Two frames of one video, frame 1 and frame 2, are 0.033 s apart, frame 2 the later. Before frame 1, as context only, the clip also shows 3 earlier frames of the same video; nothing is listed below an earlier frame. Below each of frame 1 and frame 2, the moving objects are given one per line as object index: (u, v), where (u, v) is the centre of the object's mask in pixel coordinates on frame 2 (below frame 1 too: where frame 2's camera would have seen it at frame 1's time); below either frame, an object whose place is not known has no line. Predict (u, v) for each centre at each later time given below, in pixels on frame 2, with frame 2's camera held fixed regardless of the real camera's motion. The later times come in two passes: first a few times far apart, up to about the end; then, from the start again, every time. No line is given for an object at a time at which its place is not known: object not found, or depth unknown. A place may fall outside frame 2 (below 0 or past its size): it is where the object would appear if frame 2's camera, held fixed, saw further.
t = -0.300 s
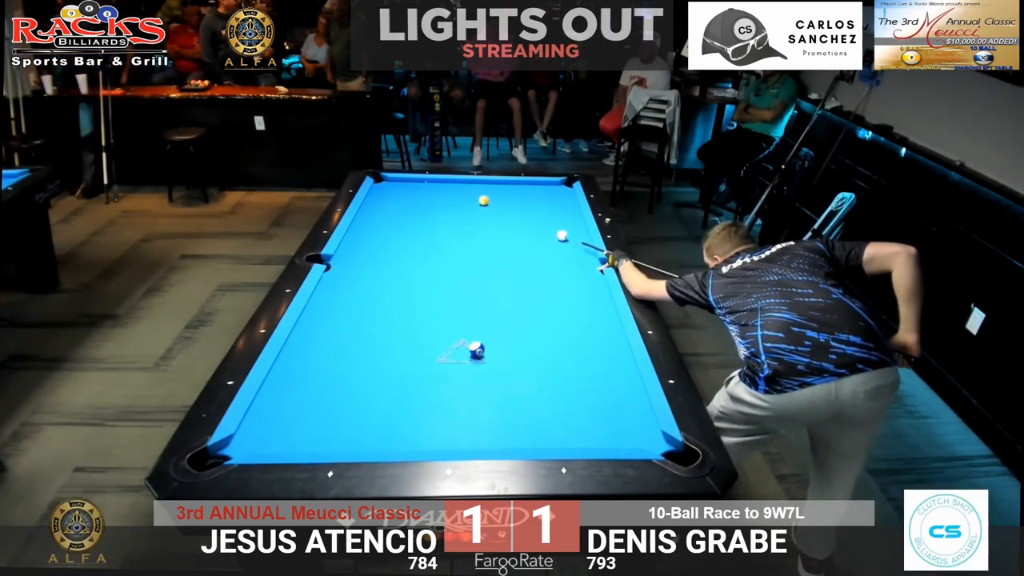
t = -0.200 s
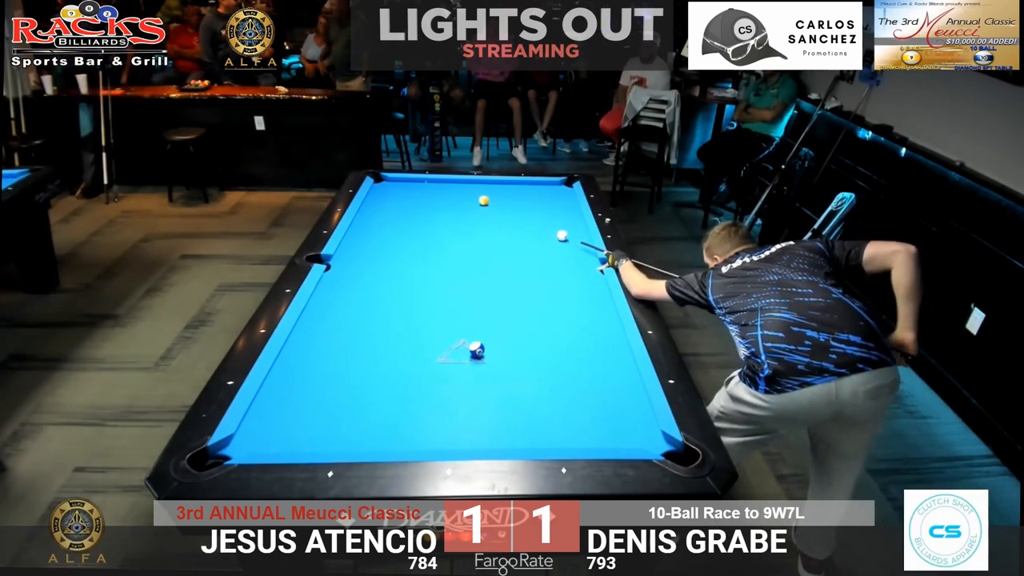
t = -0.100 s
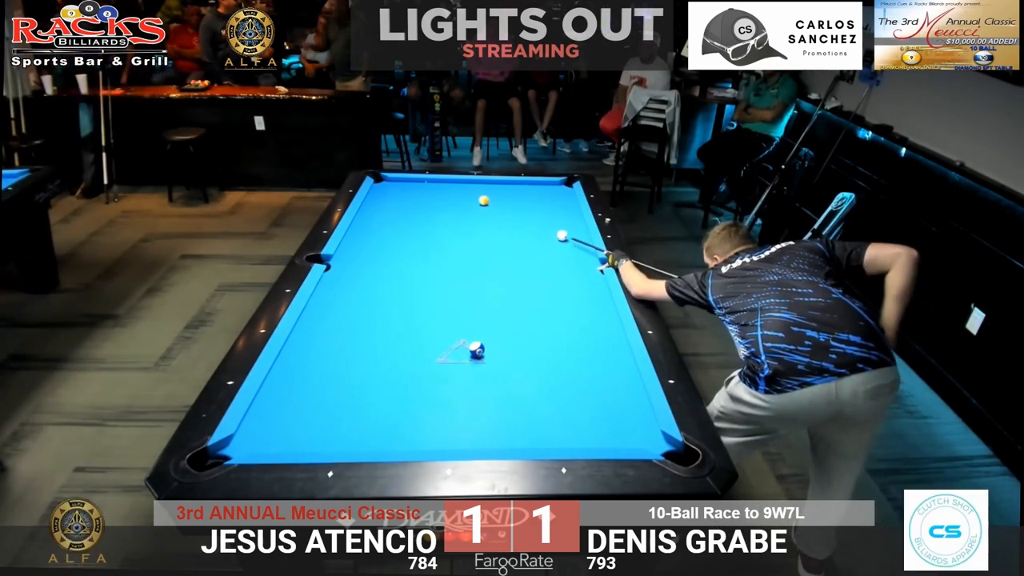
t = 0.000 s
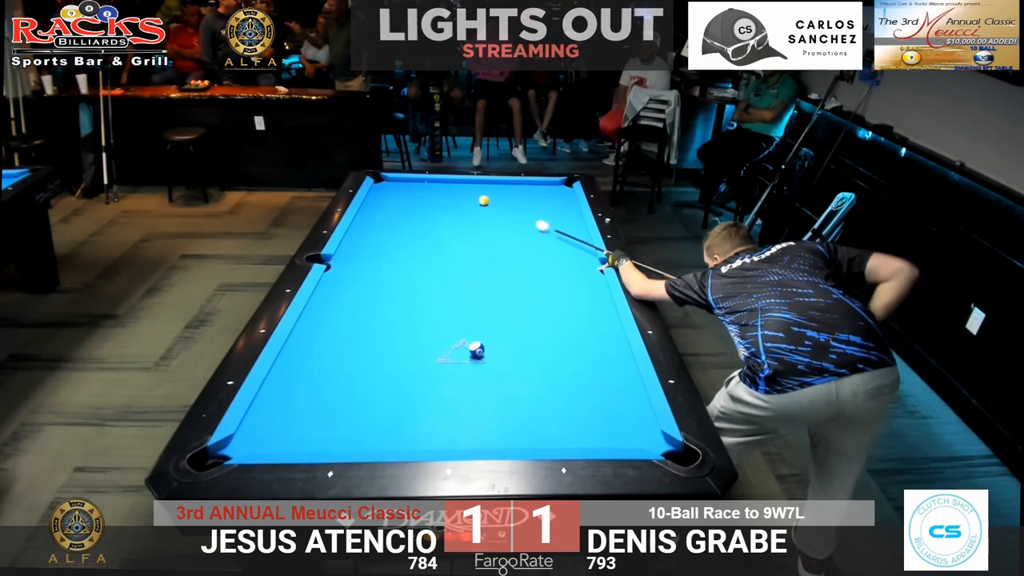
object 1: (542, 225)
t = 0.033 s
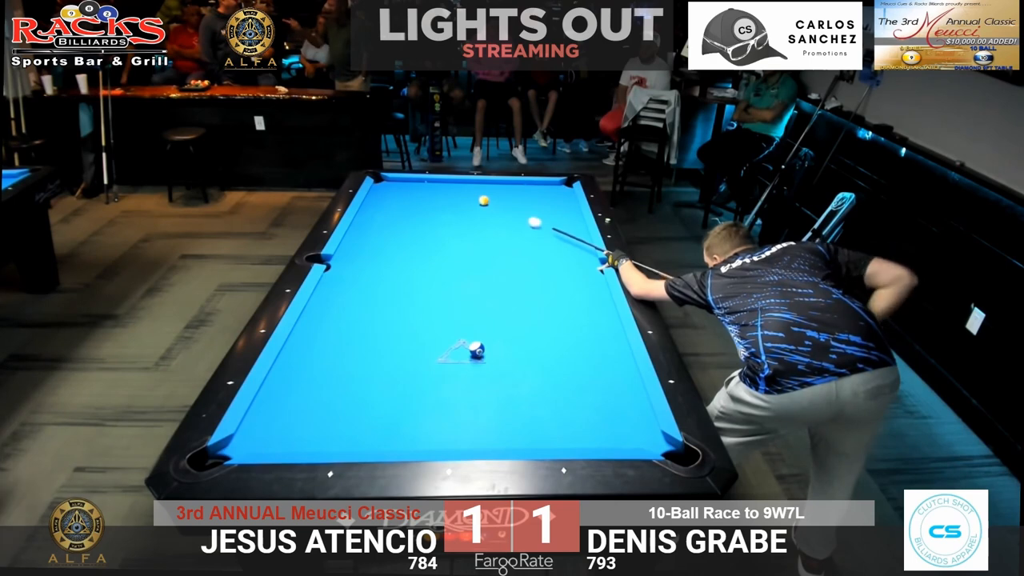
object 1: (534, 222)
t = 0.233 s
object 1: (496, 204)
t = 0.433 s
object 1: (496, 195)
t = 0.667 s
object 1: (496, 185)
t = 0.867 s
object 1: (497, 185)
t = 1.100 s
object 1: (501, 191)
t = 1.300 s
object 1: (503, 196)
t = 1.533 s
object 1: (507, 202)
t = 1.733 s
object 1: (509, 207)
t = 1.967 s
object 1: (512, 213)
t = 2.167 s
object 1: (515, 218)
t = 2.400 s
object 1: (518, 224)
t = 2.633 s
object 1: (520, 230)
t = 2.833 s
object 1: (523, 235)
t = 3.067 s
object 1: (526, 241)
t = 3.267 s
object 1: (528, 245)
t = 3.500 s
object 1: (531, 251)
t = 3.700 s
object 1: (533, 255)
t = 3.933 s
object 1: (535, 260)
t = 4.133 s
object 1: (537, 264)
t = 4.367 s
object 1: (539, 268)
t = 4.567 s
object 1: (541, 272)
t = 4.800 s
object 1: (543, 276)
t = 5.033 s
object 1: (544, 279)
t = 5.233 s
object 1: (545, 282)
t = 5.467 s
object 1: (546, 285)
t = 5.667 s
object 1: (547, 286)
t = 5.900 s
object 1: (547, 288)
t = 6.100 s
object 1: (548, 289)
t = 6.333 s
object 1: (548, 290)
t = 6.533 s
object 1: (549, 291)
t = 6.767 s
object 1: (549, 291)
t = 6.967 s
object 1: (549, 291)
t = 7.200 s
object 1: (549, 291)
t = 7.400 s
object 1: (549, 291)
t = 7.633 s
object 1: (549, 291)
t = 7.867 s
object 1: (549, 291)
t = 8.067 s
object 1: (549, 291)
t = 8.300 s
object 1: (549, 291)
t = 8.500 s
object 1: (549, 291)
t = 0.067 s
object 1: (527, 219)
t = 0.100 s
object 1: (521, 216)
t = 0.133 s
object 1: (514, 213)
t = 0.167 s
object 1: (508, 210)
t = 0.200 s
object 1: (502, 207)
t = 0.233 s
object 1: (496, 204)
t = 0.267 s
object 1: (492, 202)
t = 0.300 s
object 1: (494, 200)
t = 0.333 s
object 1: (495, 199)
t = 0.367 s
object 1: (496, 198)
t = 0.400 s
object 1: (496, 196)
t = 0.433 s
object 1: (496, 195)
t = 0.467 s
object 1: (496, 193)
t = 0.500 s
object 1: (496, 192)
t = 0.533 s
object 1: (496, 190)
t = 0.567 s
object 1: (496, 189)
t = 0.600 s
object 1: (496, 187)
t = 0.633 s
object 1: (496, 186)
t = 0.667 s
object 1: (496, 185)
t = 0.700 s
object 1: (496, 183)
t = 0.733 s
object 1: (496, 182)
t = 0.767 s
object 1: (496, 182)
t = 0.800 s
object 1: (497, 183)
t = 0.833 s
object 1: (497, 184)
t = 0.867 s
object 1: (497, 185)
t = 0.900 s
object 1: (498, 186)
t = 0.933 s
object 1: (498, 187)
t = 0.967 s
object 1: (499, 188)
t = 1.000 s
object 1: (499, 188)
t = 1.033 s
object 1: (500, 189)
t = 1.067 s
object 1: (500, 190)
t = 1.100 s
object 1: (501, 191)
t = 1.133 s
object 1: (501, 192)
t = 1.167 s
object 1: (501, 193)
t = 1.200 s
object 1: (502, 193)
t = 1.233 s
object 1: (503, 194)
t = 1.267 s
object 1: (503, 195)
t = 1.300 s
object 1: (503, 196)
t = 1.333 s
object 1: (504, 197)
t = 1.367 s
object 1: (504, 198)
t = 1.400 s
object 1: (505, 198)
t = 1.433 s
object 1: (505, 199)
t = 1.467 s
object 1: (505, 200)
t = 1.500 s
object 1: (506, 201)
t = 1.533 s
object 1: (507, 202)
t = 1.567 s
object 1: (507, 203)
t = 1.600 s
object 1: (507, 203)
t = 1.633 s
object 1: (508, 204)
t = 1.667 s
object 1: (508, 205)
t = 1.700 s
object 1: (509, 206)
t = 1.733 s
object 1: (509, 207)
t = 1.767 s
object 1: (510, 208)
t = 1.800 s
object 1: (510, 209)
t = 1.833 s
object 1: (510, 210)
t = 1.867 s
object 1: (511, 210)
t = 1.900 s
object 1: (511, 211)
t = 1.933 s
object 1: (512, 212)
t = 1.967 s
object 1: (512, 213)
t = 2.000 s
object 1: (513, 214)
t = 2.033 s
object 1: (513, 215)
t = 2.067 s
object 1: (513, 216)
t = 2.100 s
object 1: (514, 216)
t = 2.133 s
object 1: (514, 217)
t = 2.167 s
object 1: (515, 218)
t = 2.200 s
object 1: (515, 219)
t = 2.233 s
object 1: (516, 220)
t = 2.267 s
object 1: (516, 221)
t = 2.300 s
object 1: (516, 222)
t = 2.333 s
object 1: (517, 223)
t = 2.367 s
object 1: (517, 223)
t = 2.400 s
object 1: (518, 224)
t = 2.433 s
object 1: (518, 225)
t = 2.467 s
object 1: (518, 226)
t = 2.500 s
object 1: (519, 227)
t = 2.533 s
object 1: (519, 228)
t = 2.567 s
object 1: (520, 228)
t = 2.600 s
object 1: (520, 229)
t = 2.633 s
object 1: (520, 230)
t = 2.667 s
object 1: (521, 231)
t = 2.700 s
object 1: (521, 232)
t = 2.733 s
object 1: (522, 233)
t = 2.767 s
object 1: (522, 233)
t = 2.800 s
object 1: (522, 234)
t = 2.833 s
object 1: (523, 235)
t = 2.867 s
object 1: (523, 236)
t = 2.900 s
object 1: (524, 237)
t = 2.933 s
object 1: (524, 237)
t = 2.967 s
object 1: (524, 238)
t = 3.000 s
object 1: (525, 239)
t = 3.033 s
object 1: (525, 240)
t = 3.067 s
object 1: (526, 241)
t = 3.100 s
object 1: (526, 241)
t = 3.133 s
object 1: (526, 242)
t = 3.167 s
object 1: (527, 243)
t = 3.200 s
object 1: (527, 244)
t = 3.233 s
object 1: (528, 245)
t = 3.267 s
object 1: (528, 245)
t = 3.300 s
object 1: (528, 246)
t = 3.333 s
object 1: (529, 247)
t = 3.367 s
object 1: (529, 248)
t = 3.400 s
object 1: (529, 248)
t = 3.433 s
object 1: (530, 249)
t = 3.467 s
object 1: (530, 250)
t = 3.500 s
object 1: (531, 251)
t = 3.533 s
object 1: (531, 251)
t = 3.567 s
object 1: (531, 252)
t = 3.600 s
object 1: (531, 253)
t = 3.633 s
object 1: (532, 253)
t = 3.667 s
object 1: (532, 254)
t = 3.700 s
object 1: (533, 255)
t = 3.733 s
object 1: (533, 256)
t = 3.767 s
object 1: (533, 257)
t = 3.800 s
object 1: (533, 257)
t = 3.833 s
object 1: (534, 258)
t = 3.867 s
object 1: (534, 258)
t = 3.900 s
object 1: (535, 259)
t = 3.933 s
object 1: (535, 260)
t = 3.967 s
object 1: (535, 261)
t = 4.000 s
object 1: (535, 262)
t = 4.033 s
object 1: (536, 262)
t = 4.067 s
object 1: (536, 263)
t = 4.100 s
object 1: (536, 263)
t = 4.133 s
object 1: (537, 264)
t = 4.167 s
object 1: (537, 264)
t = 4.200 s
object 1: (537, 265)
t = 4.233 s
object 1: (538, 266)
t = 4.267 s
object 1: (538, 266)
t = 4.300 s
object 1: (538, 267)
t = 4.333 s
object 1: (539, 268)
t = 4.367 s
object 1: (539, 268)
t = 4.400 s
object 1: (539, 269)
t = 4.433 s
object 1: (540, 270)
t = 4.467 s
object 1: (540, 270)
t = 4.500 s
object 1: (540, 271)
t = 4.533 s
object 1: (541, 271)
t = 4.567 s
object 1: (541, 272)
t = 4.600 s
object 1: (541, 272)
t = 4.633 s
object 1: (541, 273)
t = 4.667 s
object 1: (542, 274)
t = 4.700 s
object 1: (542, 274)
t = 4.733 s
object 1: (542, 275)
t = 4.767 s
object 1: (542, 275)
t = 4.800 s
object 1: (543, 276)
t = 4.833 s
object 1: (543, 276)
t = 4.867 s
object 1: (543, 277)
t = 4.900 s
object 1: (544, 277)
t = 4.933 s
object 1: (544, 278)
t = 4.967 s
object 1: (544, 278)
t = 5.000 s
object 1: (544, 279)
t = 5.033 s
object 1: (544, 279)
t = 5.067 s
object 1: (544, 280)
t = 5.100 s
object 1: (545, 280)
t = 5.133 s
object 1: (545, 281)
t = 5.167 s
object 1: (545, 281)
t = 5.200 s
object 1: (545, 282)
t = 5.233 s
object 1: (545, 282)
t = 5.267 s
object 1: (545, 282)
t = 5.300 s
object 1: (545, 283)
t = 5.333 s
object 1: (545, 283)
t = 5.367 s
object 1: (546, 283)
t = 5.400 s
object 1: (546, 284)
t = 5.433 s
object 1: (546, 284)
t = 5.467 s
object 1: (546, 285)
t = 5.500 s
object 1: (546, 285)
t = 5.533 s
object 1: (546, 285)
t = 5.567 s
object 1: (546, 285)
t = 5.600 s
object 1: (546, 286)
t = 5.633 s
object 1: (547, 286)
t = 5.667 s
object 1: (547, 286)
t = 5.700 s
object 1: (547, 287)
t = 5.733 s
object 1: (547, 287)
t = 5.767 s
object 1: (547, 287)
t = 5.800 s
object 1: (547, 288)
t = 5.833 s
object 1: (547, 288)
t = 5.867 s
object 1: (547, 288)
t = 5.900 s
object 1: (547, 288)
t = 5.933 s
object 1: (548, 288)
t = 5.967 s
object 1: (548, 288)
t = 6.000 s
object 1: (548, 289)
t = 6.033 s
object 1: (548, 288)
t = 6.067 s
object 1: (548, 289)
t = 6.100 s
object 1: (548, 289)
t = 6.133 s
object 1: (548, 289)
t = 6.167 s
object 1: (548, 289)
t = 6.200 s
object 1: (548, 290)
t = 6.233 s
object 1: (548, 290)
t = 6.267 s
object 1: (548, 290)
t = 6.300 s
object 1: (548, 290)
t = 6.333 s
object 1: (548, 290)
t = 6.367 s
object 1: (548, 290)
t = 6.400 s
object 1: (548, 291)
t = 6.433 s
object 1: (548, 291)
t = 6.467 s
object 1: (548, 291)
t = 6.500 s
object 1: (548, 291)
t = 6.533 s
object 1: (549, 291)
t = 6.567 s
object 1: (549, 291)
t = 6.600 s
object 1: (549, 291)
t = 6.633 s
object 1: (549, 291)
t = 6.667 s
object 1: (549, 291)
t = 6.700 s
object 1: (549, 291)
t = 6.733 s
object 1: (549, 291)
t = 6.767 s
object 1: (549, 291)
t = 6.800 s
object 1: (549, 291)
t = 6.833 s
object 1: (549, 291)
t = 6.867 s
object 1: (549, 291)
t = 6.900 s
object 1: (549, 291)
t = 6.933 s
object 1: (549, 291)
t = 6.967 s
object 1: (549, 291)
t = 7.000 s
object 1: (549, 291)
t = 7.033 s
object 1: (549, 291)
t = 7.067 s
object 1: (549, 291)
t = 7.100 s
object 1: (549, 291)
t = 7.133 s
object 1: (549, 291)
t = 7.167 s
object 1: (549, 291)
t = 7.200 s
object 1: (549, 291)
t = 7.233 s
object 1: (549, 291)
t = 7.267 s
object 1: (549, 291)
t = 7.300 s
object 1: (549, 291)
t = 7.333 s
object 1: (549, 291)
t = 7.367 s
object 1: (549, 291)
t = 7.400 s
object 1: (549, 291)
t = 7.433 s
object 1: (549, 291)
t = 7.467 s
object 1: (549, 291)
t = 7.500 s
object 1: (549, 291)
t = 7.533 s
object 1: (549, 291)
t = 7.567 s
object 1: (549, 291)
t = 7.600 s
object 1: (549, 291)
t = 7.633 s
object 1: (549, 291)
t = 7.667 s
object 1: (549, 291)
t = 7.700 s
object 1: (549, 291)
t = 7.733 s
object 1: (549, 291)
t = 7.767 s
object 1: (549, 291)
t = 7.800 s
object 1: (549, 291)
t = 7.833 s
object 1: (549, 291)
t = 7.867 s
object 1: (549, 291)
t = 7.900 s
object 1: (549, 291)
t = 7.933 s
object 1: (549, 291)
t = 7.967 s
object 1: (549, 291)
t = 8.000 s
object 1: (549, 291)
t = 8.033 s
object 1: (549, 291)
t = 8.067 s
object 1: (549, 291)
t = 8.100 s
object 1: (549, 291)
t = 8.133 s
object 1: (548, 291)
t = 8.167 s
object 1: (548, 291)
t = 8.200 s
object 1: (549, 291)
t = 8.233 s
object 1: (549, 291)
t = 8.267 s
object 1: (549, 291)
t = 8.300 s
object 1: (549, 291)
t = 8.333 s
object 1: (549, 291)
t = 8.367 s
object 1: (549, 291)
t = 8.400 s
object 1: (549, 291)
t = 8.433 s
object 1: (549, 291)
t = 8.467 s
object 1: (549, 291)
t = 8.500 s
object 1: (549, 291)
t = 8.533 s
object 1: (548, 291)
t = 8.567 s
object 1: (548, 291)
